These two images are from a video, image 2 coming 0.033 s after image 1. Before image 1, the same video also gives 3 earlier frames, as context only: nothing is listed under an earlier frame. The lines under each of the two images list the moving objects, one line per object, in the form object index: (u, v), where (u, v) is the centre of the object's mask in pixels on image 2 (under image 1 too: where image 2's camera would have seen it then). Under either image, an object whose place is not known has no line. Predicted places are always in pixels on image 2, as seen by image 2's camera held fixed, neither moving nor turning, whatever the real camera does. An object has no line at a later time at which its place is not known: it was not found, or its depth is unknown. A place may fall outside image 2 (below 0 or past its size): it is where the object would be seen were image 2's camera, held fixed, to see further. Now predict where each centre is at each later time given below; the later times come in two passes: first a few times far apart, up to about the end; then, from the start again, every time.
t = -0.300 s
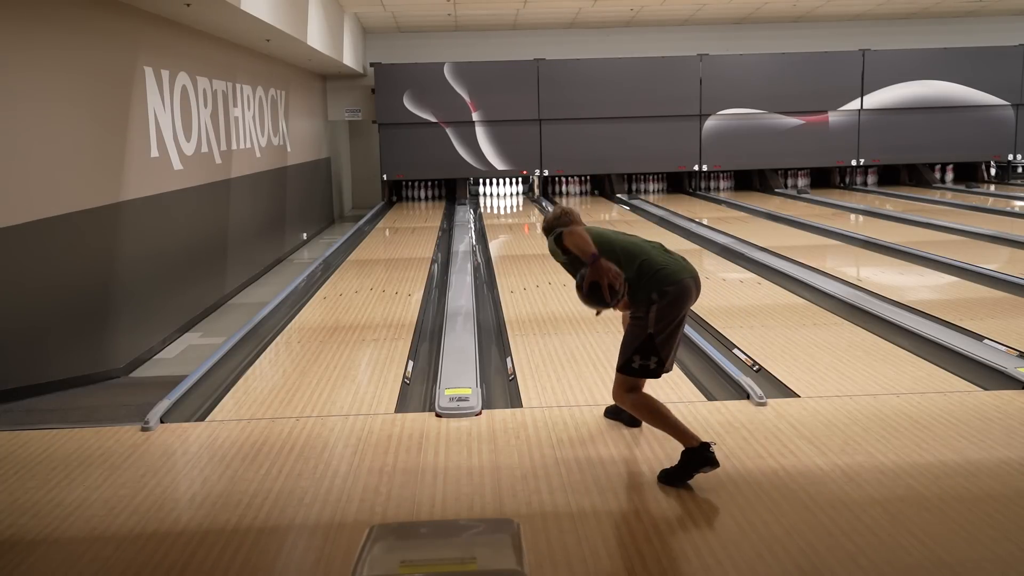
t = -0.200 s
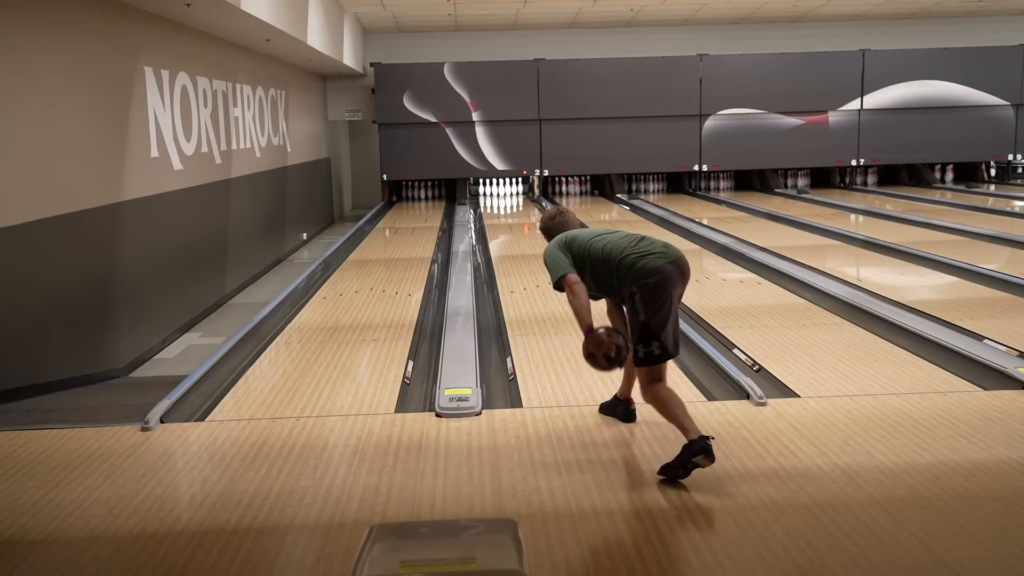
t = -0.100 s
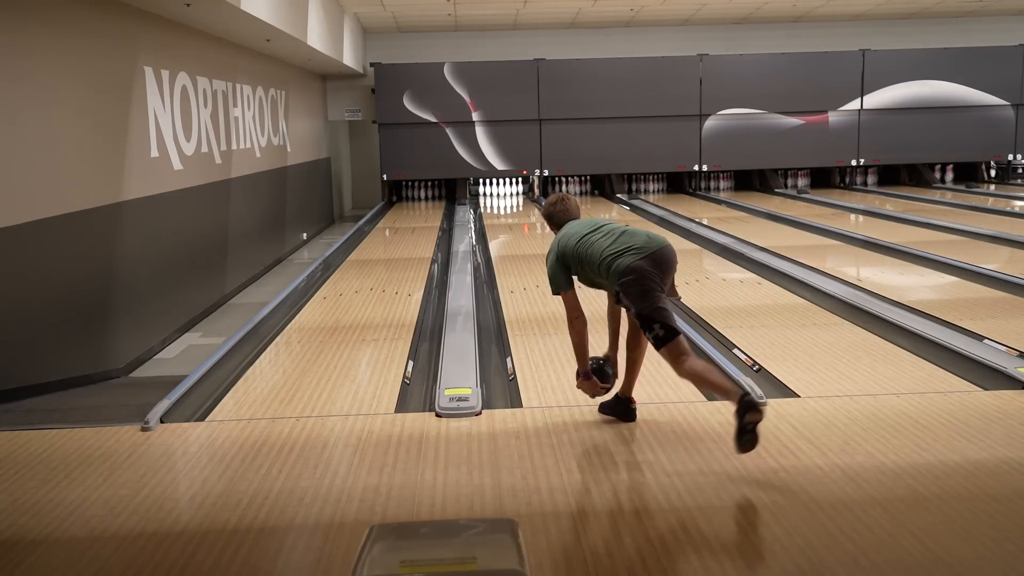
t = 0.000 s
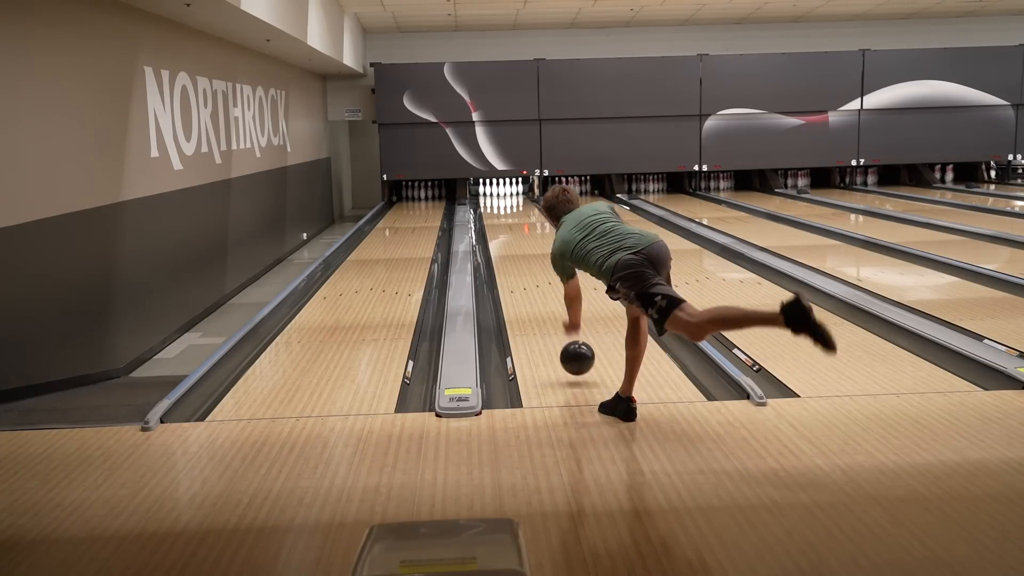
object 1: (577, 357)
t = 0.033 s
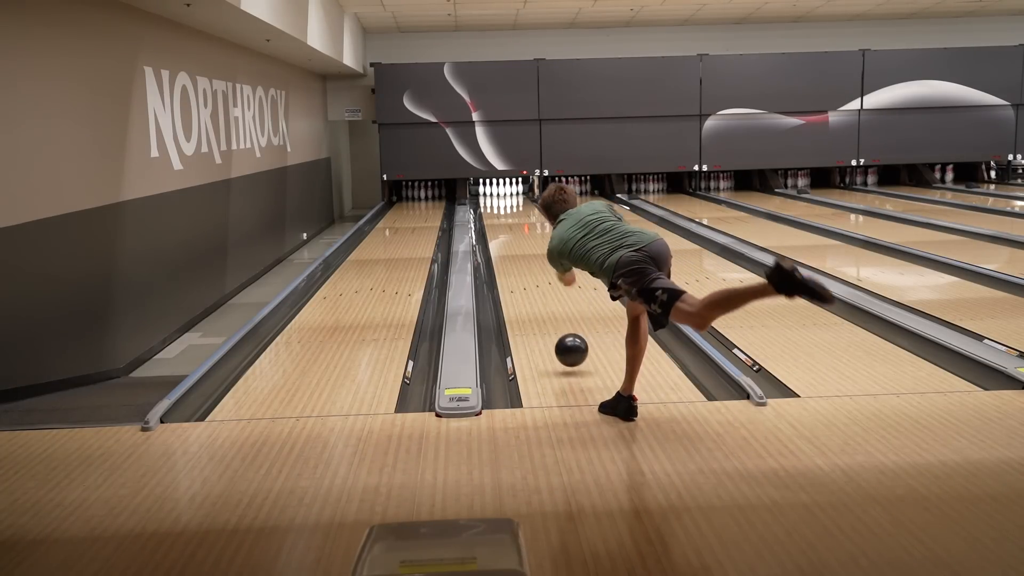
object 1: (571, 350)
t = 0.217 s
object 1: (547, 316)
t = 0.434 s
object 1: (528, 283)
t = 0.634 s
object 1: (516, 261)
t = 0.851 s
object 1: (507, 244)
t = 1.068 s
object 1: (500, 231)
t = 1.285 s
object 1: (496, 221)
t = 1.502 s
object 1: (494, 212)
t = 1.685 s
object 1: (494, 206)
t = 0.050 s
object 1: (569, 347)
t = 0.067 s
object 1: (566, 344)
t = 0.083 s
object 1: (564, 342)
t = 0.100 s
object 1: (562, 341)
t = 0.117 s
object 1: (559, 336)
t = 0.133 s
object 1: (557, 333)
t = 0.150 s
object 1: (555, 329)
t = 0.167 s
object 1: (553, 326)
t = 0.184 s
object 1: (551, 322)
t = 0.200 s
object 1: (549, 319)
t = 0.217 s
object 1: (547, 316)
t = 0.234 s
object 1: (546, 313)
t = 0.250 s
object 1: (544, 310)
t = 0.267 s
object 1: (542, 307)
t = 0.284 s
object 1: (541, 304)
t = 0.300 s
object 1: (539, 302)
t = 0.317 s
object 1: (537, 299)
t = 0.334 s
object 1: (536, 297)
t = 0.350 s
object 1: (535, 294)
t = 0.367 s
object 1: (533, 292)
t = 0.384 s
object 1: (532, 290)
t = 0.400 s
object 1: (531, 287)
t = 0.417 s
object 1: (530, 285)
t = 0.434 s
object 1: (528, 283)
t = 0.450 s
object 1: (527, 281)
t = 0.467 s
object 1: (526, 279)
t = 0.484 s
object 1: (525, 277)
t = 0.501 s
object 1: (524, 275)
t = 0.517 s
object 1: (523, 273)
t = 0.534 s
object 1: (522, 271)
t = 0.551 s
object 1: (521, 269)
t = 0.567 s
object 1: (520, 268)
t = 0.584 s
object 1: (519, 266)
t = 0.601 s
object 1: (518, 264)
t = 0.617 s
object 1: (517, 263)
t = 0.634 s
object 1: (516, 261)
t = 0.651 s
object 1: (516, 259)
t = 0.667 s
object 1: (515, 258)
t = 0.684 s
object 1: (514, 256)
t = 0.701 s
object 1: (513, 255)
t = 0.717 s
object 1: (512, 254)
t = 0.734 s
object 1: (512, 252)
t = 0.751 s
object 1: (511, 251)
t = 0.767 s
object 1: (510, 250)
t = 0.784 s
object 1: (509, 249)
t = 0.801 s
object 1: (509, 248)
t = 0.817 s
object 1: (508, 246)
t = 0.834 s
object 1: (508, 245)
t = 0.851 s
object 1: (507, 244)
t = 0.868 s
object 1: (506, 243)
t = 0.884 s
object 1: (506, 242)
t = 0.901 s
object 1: (505, 241)
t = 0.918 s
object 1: (505, 240)
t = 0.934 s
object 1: (504, 239)
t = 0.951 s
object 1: (504, 238)
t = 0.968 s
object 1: (503, 236)
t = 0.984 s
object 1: (503, 236)
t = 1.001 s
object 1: (502, 235)
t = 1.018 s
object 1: (502, 234)
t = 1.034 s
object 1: (501, 233)
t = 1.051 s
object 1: (501, 232)
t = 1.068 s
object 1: (500, 231)
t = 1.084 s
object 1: (500, 230)
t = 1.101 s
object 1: (500, 229)
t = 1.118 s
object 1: (499, 228)
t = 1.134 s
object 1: (499, 228)
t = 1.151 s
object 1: (499, 227)
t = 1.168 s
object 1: (498, 226)
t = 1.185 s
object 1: (498, 225)
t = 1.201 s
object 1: (498, 224)
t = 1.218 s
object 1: (498, 224)
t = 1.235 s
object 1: (497, 223)
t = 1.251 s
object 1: (497, 222)
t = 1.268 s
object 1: (497, 221)
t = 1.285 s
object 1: (496, 221)
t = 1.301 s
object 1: (496, 220)
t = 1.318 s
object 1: (496, 219)
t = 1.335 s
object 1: (496, 219)
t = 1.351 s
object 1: (496, 218)
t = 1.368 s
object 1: (495, 217)
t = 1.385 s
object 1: (495, 217)
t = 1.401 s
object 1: (495, 216)
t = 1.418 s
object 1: (495, 215)
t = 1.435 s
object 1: (495, 215)
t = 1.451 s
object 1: (494, 214)
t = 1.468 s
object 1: (494, 213)
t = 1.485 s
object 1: (494, 213)
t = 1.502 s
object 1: (494, 212)
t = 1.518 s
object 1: (494, 211)
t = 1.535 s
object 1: (494, 211)
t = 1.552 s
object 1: (494, 210)
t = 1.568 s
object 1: (494, 210)
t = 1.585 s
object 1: (494, 209)
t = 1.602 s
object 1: (494, 209)
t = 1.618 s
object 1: (494, 208)
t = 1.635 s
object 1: (494, 208)
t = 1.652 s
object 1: (494, 207)
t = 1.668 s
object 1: (494, 207)
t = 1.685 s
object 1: (494, 206)
